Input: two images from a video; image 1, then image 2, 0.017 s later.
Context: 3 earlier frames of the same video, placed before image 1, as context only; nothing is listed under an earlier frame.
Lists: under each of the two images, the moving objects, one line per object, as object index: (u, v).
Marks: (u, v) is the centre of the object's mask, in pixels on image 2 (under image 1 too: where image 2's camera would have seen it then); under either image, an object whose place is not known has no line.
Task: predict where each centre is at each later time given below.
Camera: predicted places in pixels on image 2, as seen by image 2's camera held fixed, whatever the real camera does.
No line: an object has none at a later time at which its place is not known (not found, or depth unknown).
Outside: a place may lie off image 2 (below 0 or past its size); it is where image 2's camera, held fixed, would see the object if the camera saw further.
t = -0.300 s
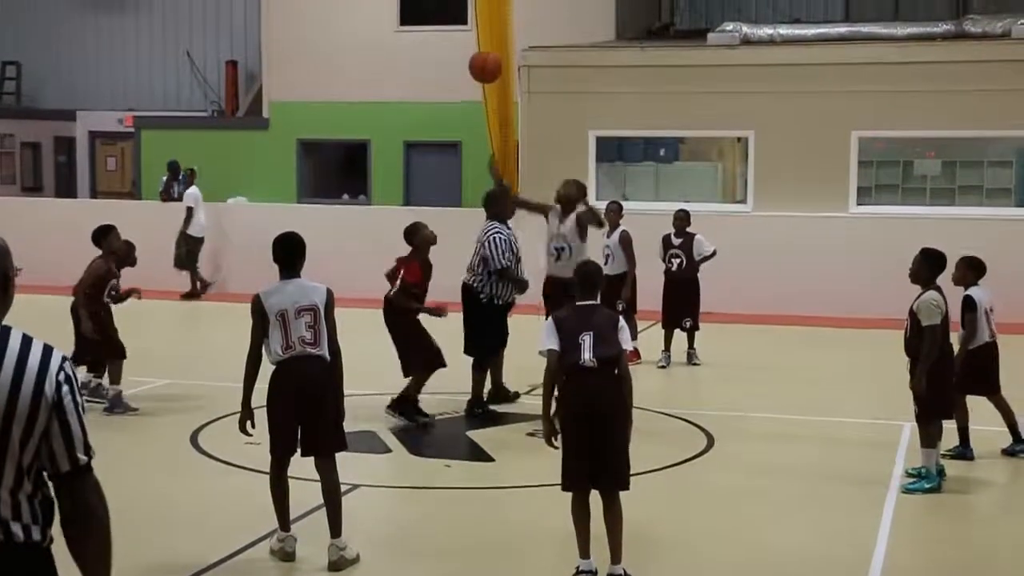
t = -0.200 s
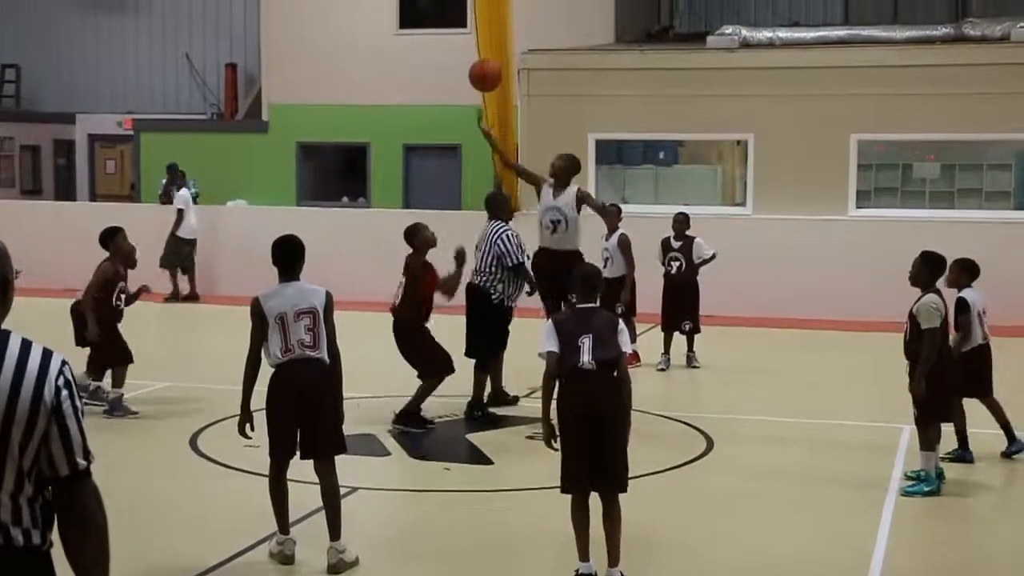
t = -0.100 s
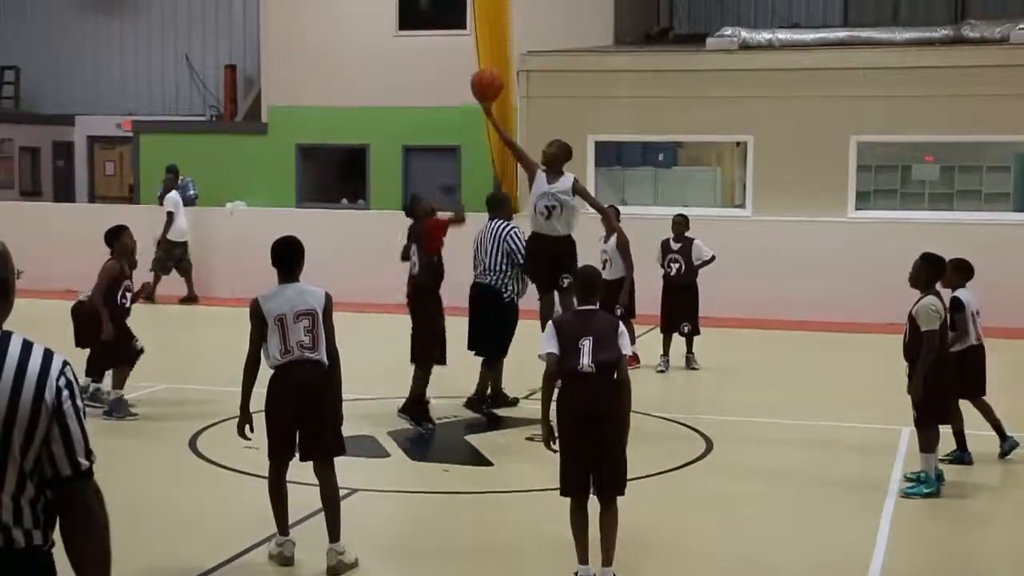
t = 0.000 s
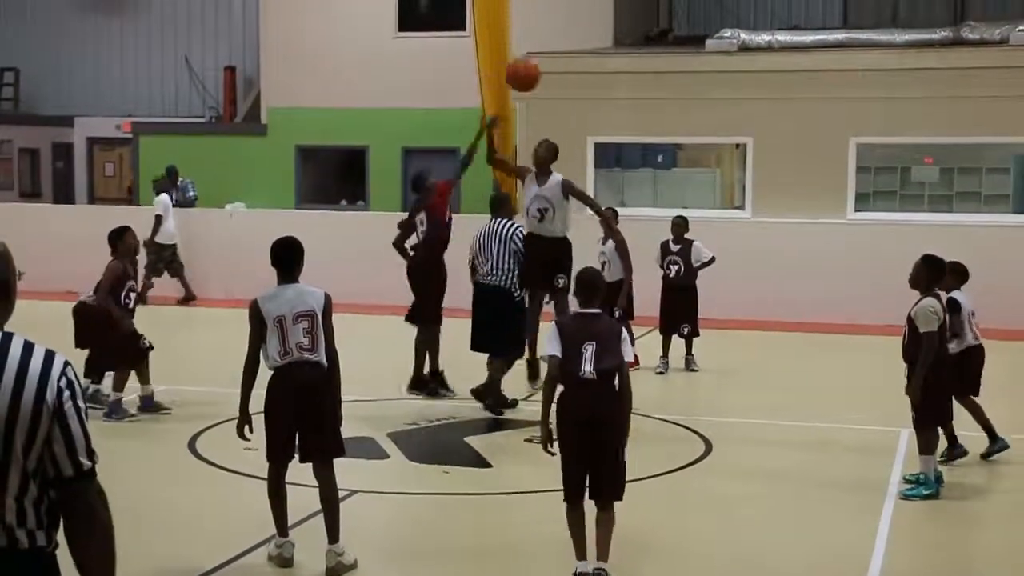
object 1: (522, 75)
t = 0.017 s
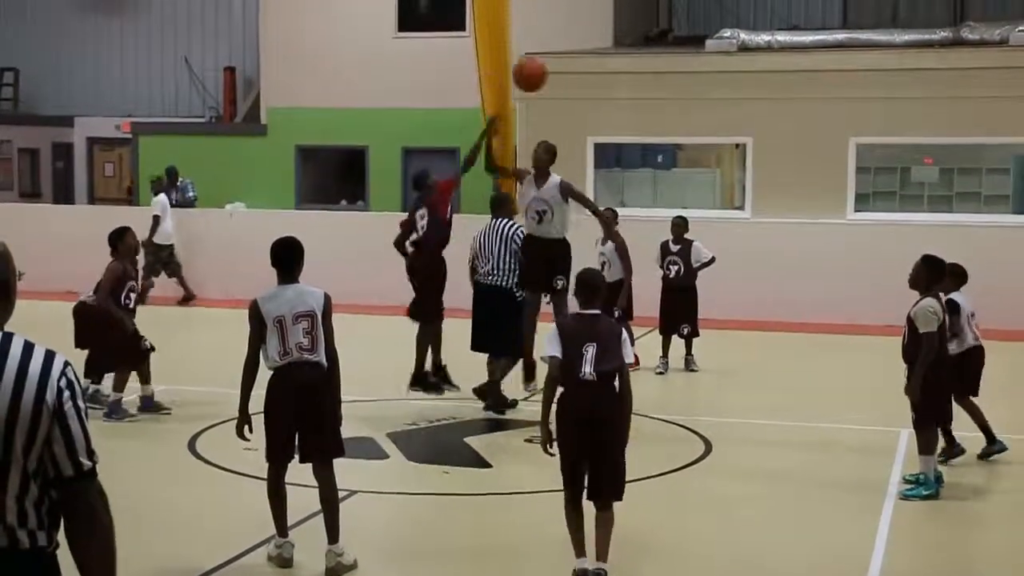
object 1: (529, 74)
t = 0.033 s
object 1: (536, 74)
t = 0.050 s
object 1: (543, 75)
